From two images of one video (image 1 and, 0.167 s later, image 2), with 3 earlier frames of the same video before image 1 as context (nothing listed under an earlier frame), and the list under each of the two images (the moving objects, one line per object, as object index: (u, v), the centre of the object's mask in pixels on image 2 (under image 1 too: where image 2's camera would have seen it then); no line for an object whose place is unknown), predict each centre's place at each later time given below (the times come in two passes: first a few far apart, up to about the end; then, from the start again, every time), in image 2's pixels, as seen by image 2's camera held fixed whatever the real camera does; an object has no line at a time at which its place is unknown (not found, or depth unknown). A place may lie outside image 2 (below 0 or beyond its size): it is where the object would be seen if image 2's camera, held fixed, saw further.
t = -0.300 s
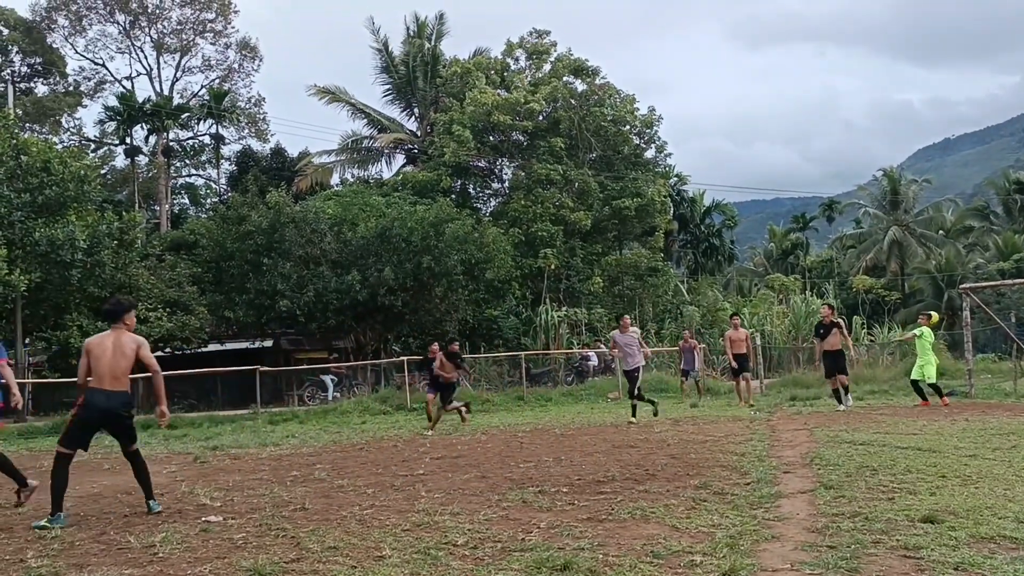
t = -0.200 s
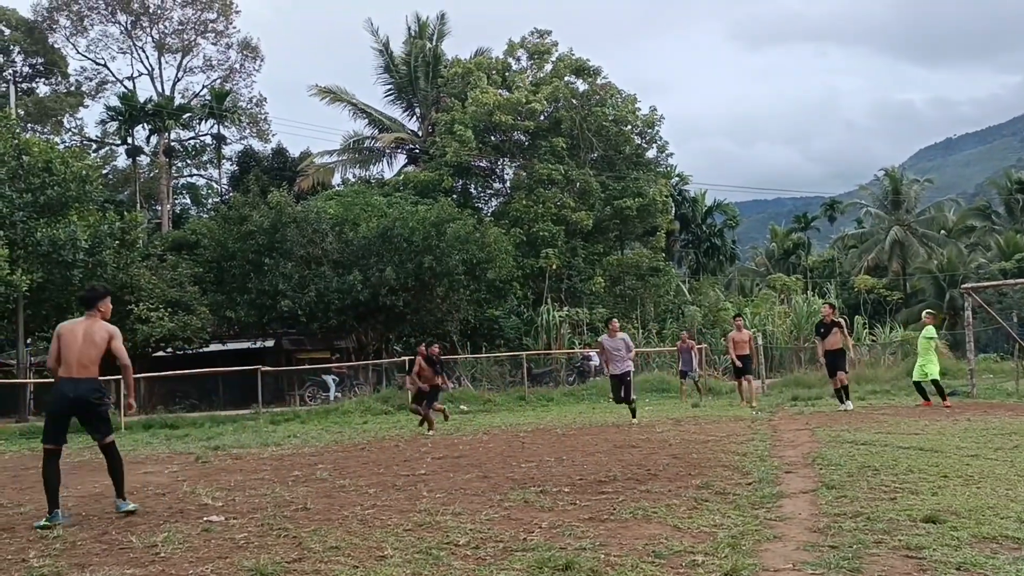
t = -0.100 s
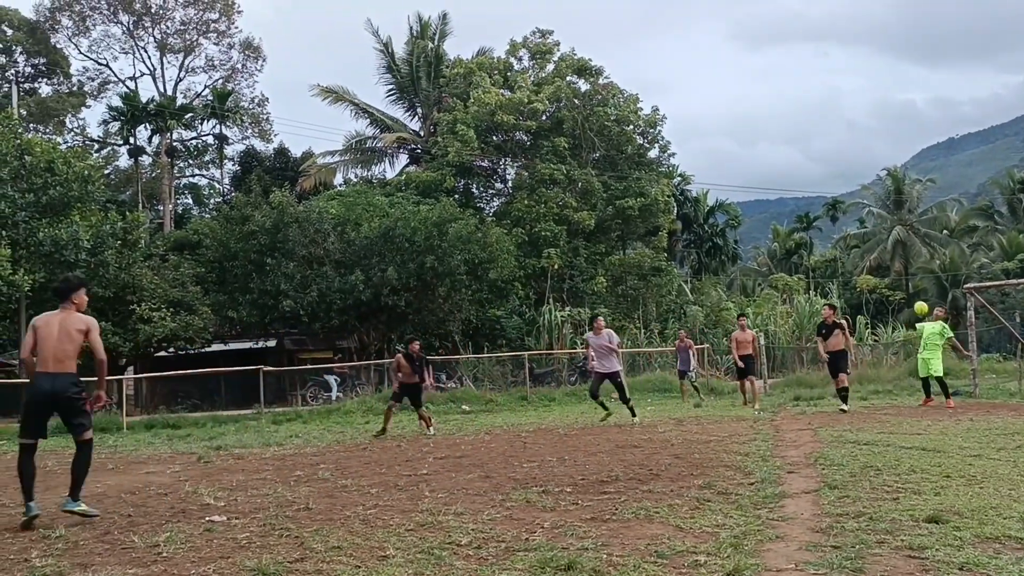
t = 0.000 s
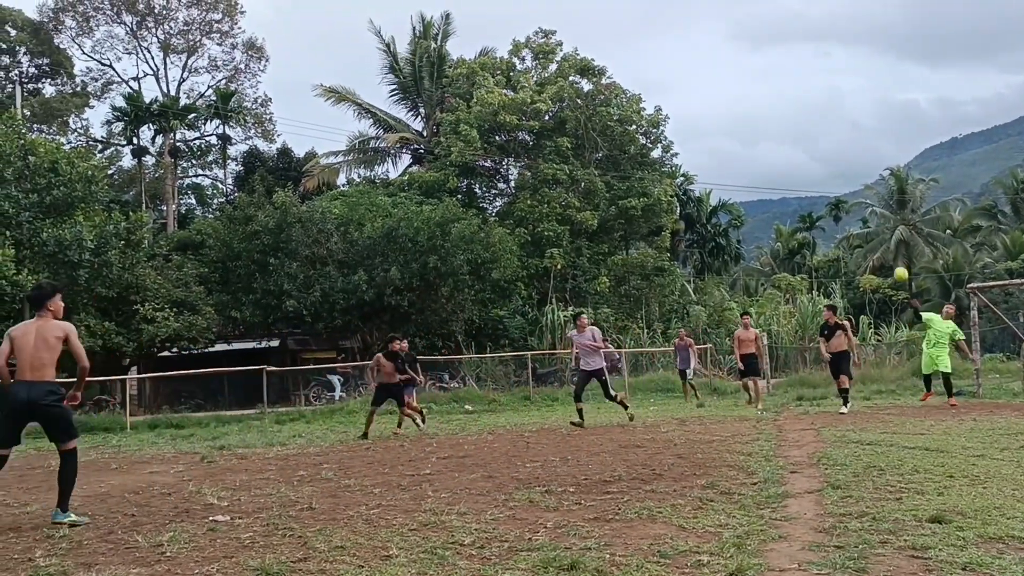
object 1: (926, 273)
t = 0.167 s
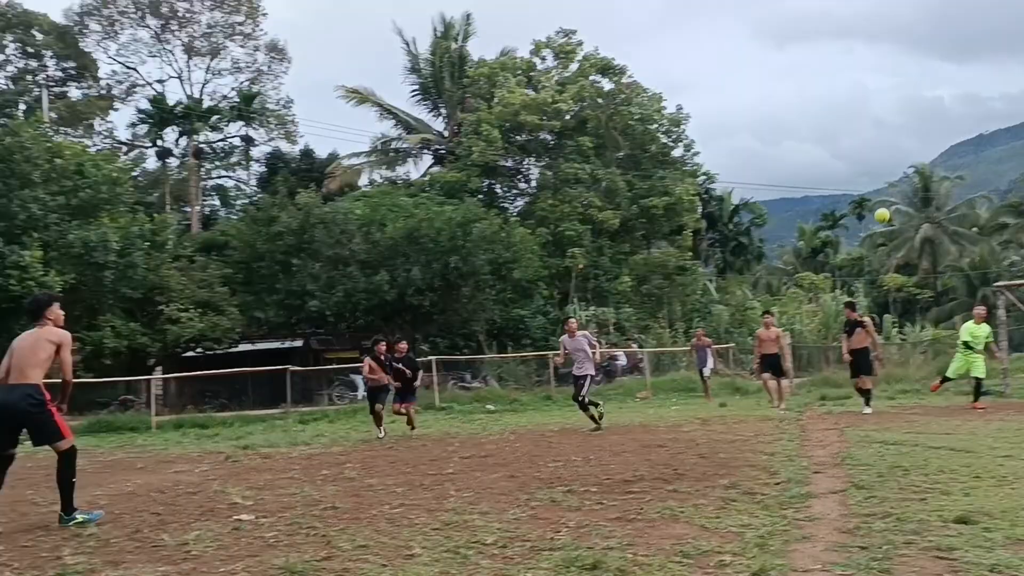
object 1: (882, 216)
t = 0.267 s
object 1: (854, 186)
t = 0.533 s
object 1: (771, 130)
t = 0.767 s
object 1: (681, 118)
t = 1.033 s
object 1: (551, 169)
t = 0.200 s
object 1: (873, 205)
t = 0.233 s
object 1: (864, 196)
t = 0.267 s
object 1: (854, 186)
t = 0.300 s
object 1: (844, 177)
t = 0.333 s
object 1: (834, 169)
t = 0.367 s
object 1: (825, 162)
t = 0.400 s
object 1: (815, 154)
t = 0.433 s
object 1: (804, 147)
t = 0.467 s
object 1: (793, 141)
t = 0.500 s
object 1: (782, 135)
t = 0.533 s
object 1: (771, 130)
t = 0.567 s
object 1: (759, 126)
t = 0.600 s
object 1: (747, 123)
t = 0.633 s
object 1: (735, 120)
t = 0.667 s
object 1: (722, 119)
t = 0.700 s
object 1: (709, 117)
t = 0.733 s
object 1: (695, 118)
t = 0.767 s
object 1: (681, 118)
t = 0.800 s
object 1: (667, 120)
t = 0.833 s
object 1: (653, 122)
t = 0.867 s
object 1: (637, 127)
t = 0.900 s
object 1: (621, 133)
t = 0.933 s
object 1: (605, 140)
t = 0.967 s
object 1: (587, 148)
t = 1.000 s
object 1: (569, 157)
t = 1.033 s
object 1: (551, 169)
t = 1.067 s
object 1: (531, 183)
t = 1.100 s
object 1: (510, 199)
